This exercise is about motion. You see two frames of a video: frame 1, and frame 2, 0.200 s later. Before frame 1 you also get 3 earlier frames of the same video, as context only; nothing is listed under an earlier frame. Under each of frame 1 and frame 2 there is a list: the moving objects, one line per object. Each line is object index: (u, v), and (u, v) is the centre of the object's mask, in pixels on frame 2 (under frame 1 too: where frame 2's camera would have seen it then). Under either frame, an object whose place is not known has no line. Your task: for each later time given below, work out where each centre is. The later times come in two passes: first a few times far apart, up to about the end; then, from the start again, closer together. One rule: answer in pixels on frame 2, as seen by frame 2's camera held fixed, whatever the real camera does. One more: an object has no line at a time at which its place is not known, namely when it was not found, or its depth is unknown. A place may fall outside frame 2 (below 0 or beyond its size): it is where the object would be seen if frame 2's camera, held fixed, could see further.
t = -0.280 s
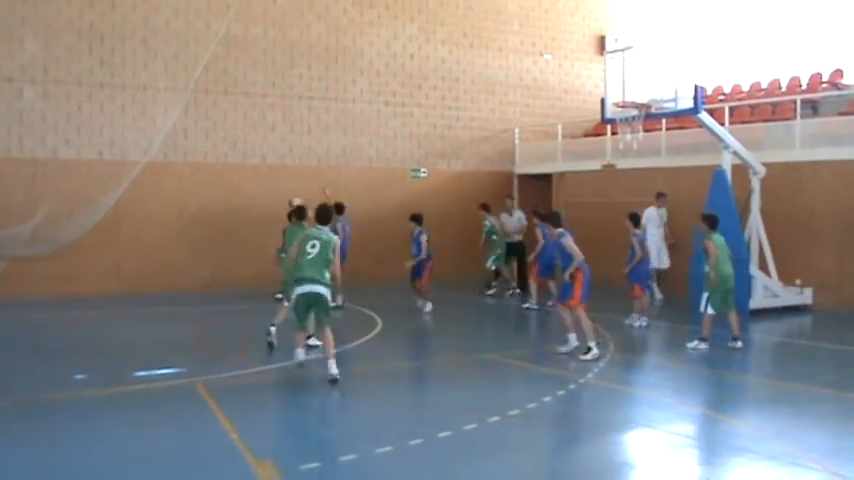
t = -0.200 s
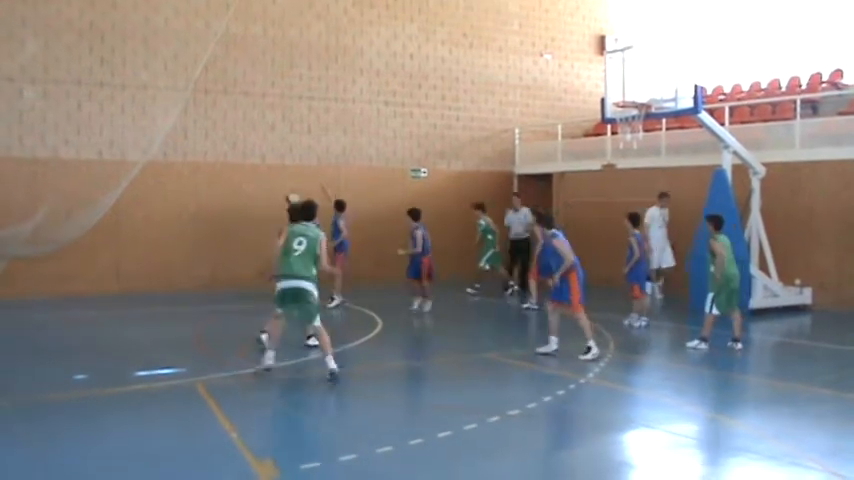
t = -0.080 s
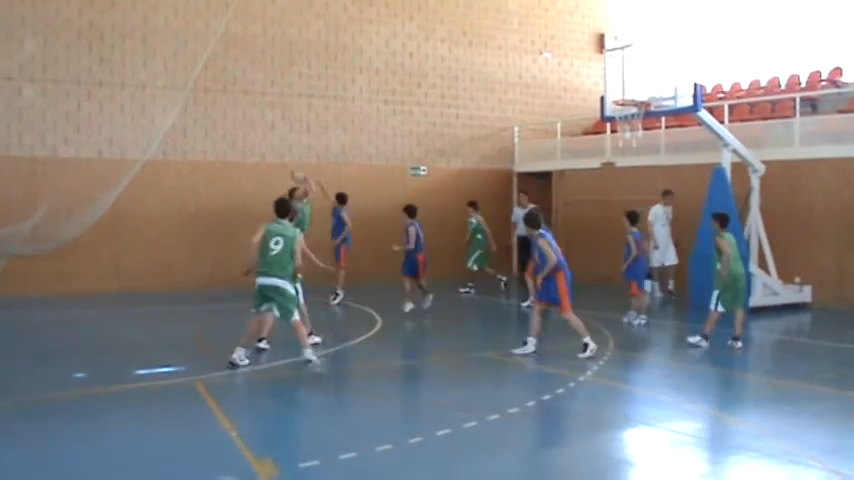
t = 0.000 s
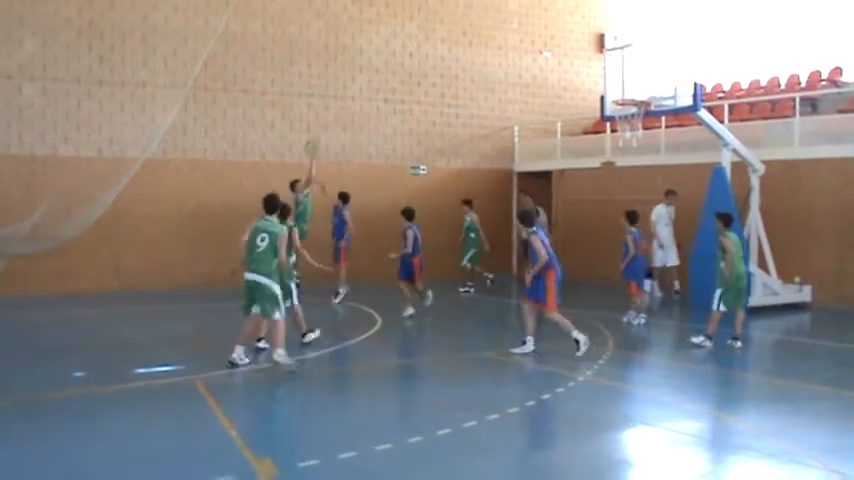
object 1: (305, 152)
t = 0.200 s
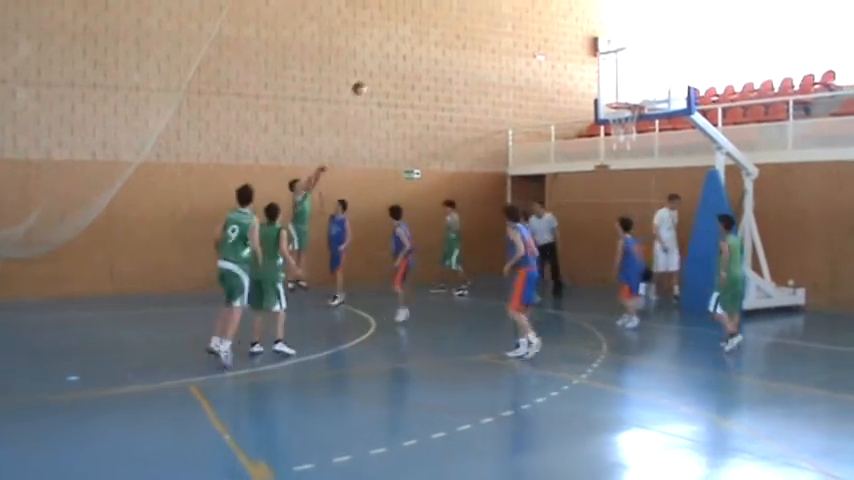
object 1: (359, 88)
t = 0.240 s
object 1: (369, 78)
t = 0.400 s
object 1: (414, 48)
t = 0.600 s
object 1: (469, 31)
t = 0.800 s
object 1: (527, 37)
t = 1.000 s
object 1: (588, 70)
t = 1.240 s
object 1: (618, 84)
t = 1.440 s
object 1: (585, 66)
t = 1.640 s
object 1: (552, 78)
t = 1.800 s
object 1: (524, 108)
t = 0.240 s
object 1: (369, 78)
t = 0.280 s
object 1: (380, 70)
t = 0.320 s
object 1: (391, 61)
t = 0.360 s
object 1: (402, 55)
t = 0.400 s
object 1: (414, 48)
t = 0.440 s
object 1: (424, 42)
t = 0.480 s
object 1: (436, 38)
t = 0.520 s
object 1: (447, 35)
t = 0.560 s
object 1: (458, 32)
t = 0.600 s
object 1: (469, 31)
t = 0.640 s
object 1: (480, 30)
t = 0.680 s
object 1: (492, 30)
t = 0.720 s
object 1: (504, 31)
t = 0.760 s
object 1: (515, 34)
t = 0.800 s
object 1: (527, 37)
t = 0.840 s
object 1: (539, 41)
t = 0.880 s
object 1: (551, 47)
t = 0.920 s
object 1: (564, 54)
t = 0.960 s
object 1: (576, 61)
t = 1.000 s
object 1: (588, 70)
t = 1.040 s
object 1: (600, 80)
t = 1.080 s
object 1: (612, 91)
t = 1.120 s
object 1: (622, 97)
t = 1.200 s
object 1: (623, 92)
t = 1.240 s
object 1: (618, 84)
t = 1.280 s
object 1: (611, 79)
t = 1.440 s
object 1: (585, 66)
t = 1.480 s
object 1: (579, 66)
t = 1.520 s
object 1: (572, 67)
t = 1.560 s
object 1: (566, 70)
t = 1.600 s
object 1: (559, 73)
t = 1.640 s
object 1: (552, 78)
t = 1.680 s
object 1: (545, 83)
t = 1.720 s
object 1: (539, 91)
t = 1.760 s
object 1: (531, 101)
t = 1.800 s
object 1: (524, 108)
